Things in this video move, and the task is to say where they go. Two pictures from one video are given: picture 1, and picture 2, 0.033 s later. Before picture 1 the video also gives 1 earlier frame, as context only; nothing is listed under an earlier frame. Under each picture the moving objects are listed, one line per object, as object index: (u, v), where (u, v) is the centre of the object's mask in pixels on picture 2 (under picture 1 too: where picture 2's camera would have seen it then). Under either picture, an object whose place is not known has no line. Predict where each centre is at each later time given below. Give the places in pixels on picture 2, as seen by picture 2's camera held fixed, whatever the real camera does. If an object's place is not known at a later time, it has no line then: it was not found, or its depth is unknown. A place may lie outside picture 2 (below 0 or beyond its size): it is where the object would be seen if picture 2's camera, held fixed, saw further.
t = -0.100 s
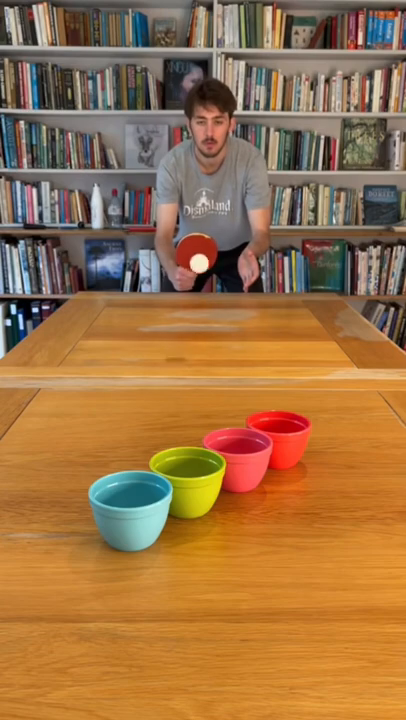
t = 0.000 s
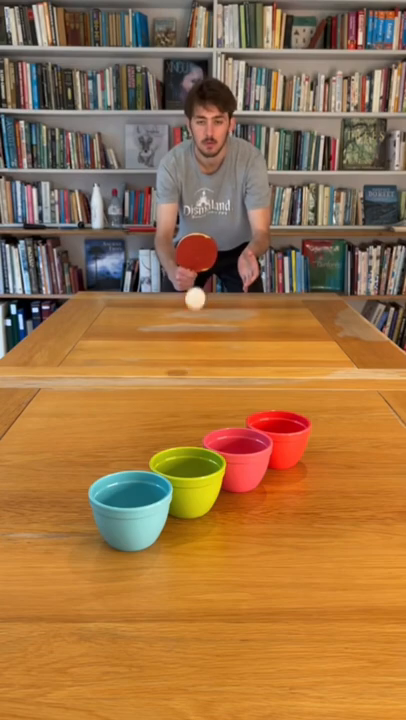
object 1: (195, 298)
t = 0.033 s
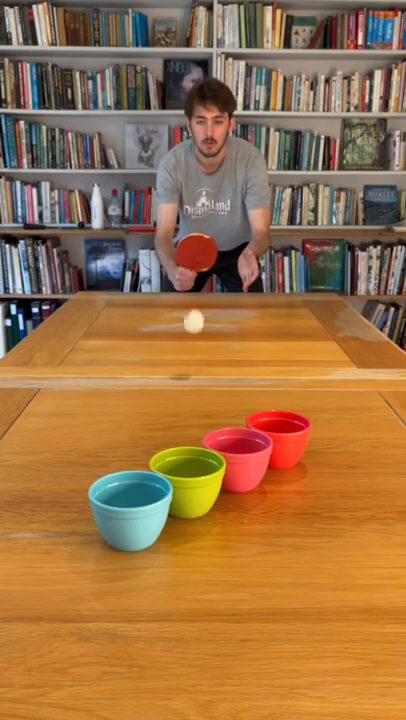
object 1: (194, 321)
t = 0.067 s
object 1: (192, 349)
